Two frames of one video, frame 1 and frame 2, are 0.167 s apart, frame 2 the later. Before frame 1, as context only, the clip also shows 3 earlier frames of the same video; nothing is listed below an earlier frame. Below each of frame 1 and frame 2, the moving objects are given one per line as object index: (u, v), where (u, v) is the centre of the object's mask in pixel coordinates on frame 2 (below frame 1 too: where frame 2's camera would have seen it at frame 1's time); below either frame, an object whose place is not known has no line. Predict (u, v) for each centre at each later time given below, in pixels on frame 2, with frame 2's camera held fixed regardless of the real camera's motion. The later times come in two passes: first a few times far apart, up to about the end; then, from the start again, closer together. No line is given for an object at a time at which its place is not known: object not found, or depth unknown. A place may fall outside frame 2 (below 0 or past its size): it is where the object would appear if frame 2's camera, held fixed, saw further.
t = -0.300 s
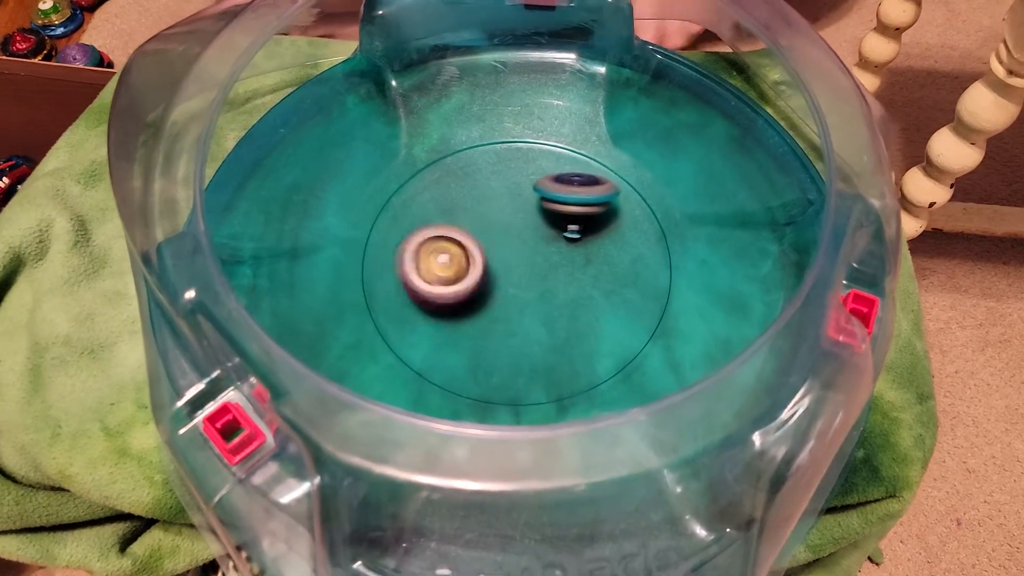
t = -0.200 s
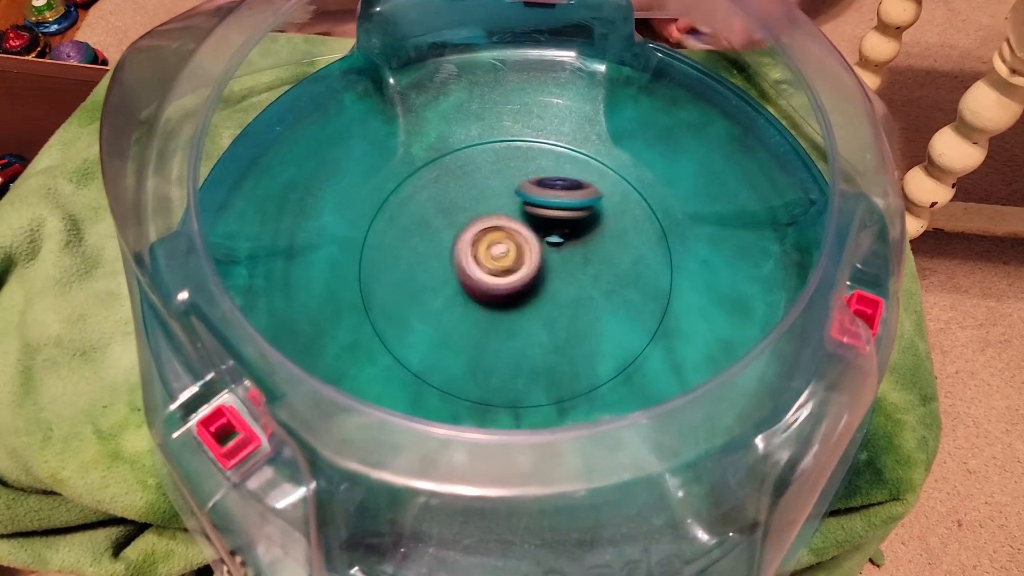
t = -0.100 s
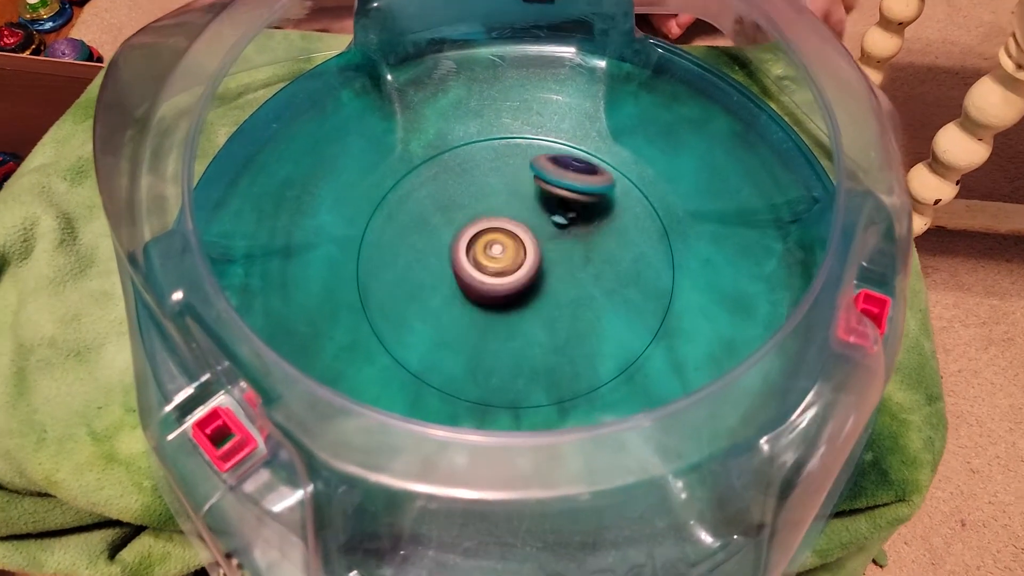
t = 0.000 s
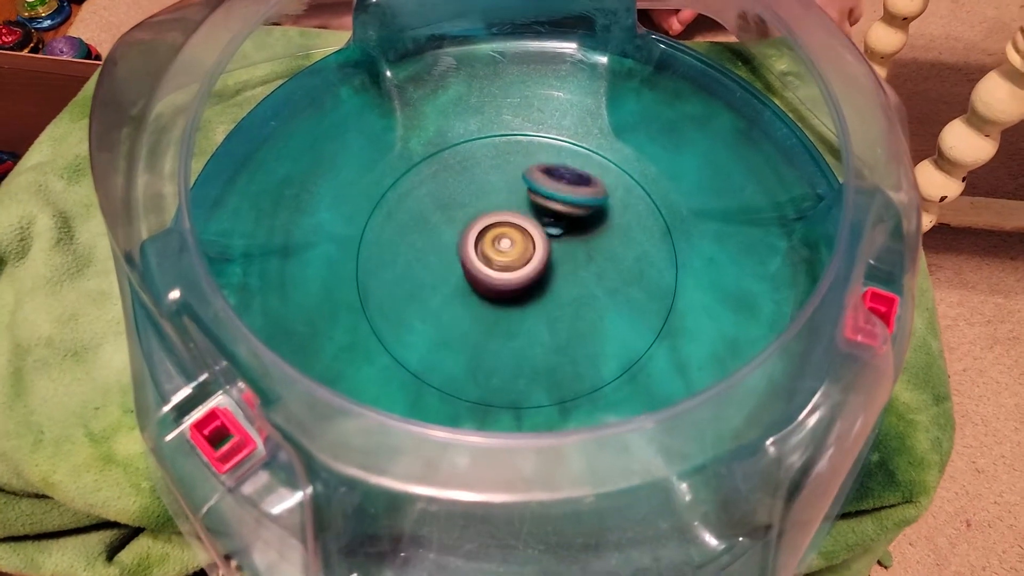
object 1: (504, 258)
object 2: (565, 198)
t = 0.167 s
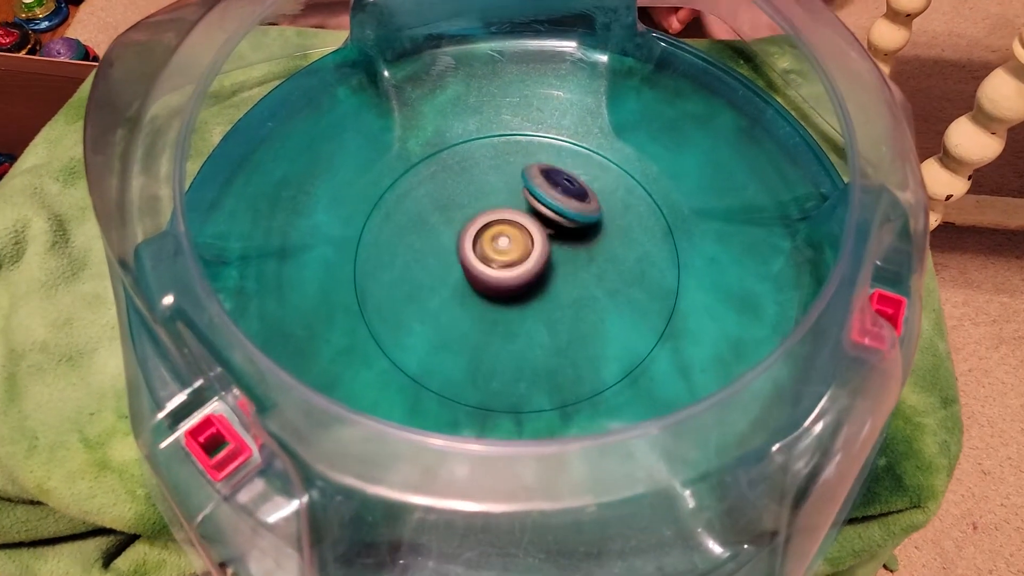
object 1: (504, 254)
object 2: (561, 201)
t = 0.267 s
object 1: (503, 256)
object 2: (565, 208)
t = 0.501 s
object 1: (490, 267)
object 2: (574, 216)
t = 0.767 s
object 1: (495, 303)
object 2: (556, 231)
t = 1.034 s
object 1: (494, 283)
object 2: (548, 226)
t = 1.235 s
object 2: (531, 212)
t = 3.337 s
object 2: (388, 243)
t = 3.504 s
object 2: (417, 281)
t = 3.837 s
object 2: (400, 285)
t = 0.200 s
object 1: (504, 255)
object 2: (563, 203)
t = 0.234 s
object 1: (503, 255)
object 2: (564, 206)
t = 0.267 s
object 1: (503, 256)
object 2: (565, 208)
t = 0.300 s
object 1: (501, 257)
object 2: (567, 209)
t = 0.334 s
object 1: (501, 257)
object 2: (567, 211)
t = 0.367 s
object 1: (501, 258)
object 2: (568, 211)
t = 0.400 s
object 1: (499, 260)
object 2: (570, 213)
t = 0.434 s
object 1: (498, 262)
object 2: (568, 216)
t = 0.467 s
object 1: (498, 263)
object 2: (568, 217)
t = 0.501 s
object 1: (490, 267)
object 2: (574, 216)
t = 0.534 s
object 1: (483, 272)
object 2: (575, 217)
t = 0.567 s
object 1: (478, 277)
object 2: (572, 221)
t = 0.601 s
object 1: (474, 284)
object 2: (570, 224)
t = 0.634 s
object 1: (473, 290)
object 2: (566, 227)
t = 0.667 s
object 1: (475, 296)
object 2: (563, 228)
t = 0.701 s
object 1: (480, 300)
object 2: (561, 230)
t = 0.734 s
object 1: (487, 303)
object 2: (559, 231)
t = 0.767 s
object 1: (495, 303)
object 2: (556, 231)
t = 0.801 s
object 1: (502, 300)
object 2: (554, 230)
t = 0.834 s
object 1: (507, 297)
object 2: (553, 229)
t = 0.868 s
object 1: (507, 296)
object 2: (556, 226)
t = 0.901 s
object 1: (508, 292)
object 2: (559, 226)
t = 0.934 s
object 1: (505, 290)
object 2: (559, 226)
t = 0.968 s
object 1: (502, 288)
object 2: (558, 227)
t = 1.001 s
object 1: (499, 285)
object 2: (554, 227)
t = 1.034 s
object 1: (494, 283)
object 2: (548, 226)
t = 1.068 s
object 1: (490, 281)
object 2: (543, 223)
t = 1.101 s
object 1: (486, 279)
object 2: (538, 221)
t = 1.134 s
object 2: (535, 218)
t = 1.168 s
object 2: (534, 216)
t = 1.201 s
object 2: (532, 214)
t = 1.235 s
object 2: (531, 212)
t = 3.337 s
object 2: (388, 243)
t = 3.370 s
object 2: (395, 249)
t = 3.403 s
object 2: (403, 255)
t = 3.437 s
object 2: (409, 262)
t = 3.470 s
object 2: (413, 272)
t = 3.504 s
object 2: (417, 281)
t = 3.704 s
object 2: (405, 295)
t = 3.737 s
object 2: (404, 292)
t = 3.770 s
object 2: (403, 289)
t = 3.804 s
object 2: (401, 287)
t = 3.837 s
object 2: (400, 285)
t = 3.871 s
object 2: (400, 285)
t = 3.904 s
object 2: (400, 284)
